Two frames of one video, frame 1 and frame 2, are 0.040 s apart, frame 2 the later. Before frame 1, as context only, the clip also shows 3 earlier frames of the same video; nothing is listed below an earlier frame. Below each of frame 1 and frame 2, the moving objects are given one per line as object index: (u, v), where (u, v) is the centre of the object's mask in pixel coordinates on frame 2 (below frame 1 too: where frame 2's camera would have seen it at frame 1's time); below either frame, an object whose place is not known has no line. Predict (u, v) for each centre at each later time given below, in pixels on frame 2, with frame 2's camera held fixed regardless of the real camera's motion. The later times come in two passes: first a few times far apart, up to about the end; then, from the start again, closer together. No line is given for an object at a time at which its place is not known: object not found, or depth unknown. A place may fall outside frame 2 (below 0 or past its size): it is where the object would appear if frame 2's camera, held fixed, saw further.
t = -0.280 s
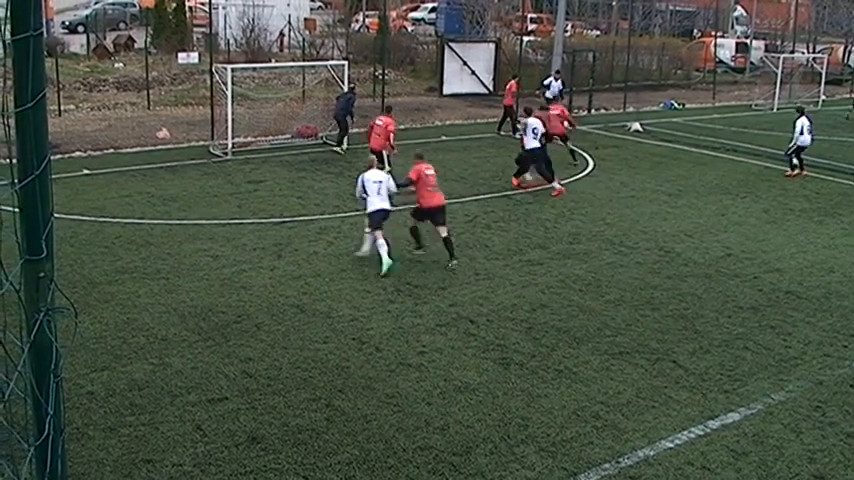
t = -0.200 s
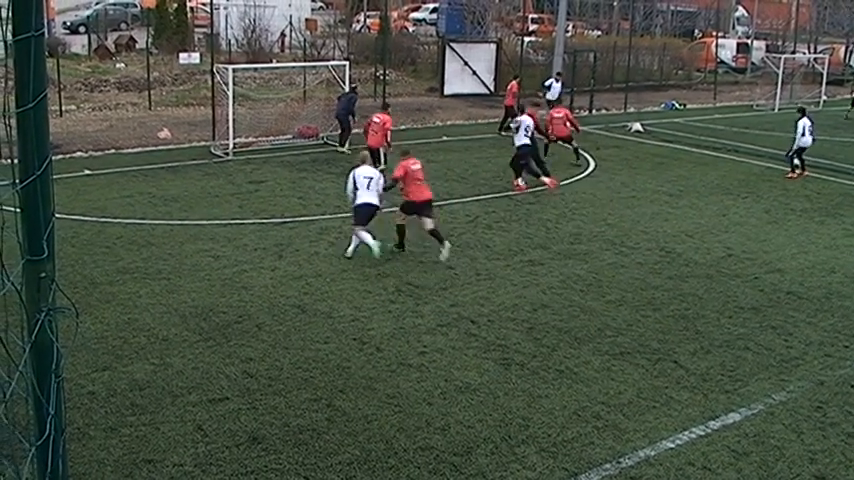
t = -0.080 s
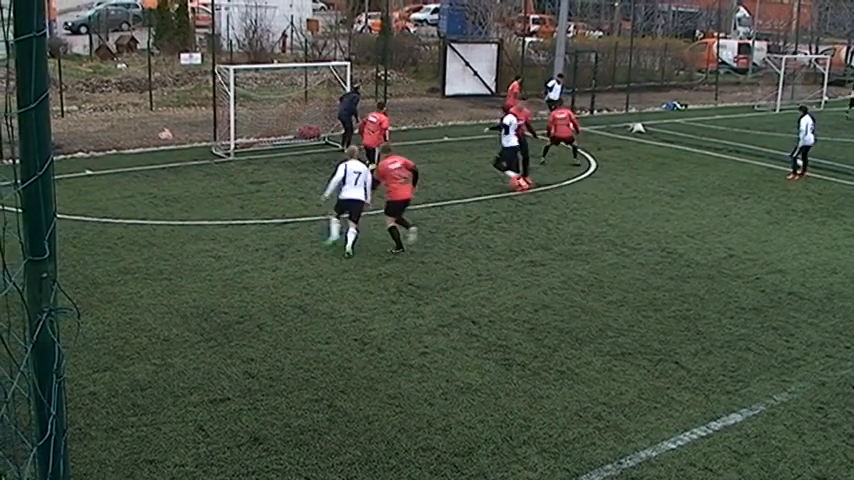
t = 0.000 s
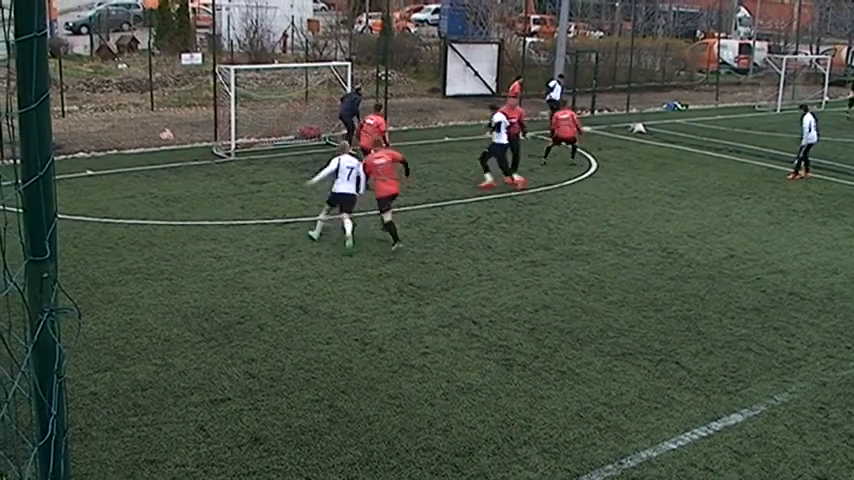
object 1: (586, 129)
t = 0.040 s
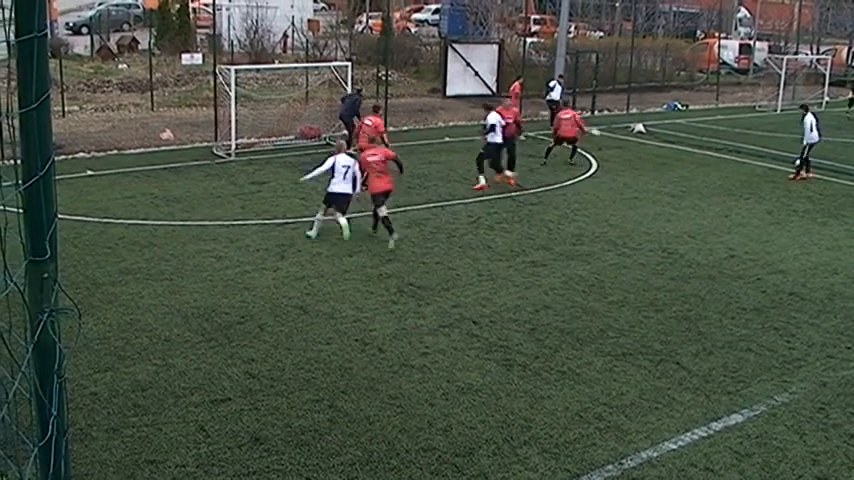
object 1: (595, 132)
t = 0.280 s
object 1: (647, 155)
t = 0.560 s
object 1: (713, 183)
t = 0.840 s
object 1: (789, 218)
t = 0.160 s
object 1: (621, 146)
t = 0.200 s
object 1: (629, 151)
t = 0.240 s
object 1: (638, 152)
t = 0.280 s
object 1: (647, 155)
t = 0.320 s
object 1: (656, 158)
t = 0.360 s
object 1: (666, 162)
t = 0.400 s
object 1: (675, 168)
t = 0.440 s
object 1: (684, 175)
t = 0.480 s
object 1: (693, 178)
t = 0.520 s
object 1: (702, 180)
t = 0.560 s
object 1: (713, 183)
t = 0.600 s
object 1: (723, 187)
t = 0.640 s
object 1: (733, 192)
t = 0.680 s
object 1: (744, 198)
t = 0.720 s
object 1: (755, 207)
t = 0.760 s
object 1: (766, 212)
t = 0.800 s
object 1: (777, 214)
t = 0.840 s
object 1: (789, 218)
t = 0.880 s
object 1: (799, 224)
